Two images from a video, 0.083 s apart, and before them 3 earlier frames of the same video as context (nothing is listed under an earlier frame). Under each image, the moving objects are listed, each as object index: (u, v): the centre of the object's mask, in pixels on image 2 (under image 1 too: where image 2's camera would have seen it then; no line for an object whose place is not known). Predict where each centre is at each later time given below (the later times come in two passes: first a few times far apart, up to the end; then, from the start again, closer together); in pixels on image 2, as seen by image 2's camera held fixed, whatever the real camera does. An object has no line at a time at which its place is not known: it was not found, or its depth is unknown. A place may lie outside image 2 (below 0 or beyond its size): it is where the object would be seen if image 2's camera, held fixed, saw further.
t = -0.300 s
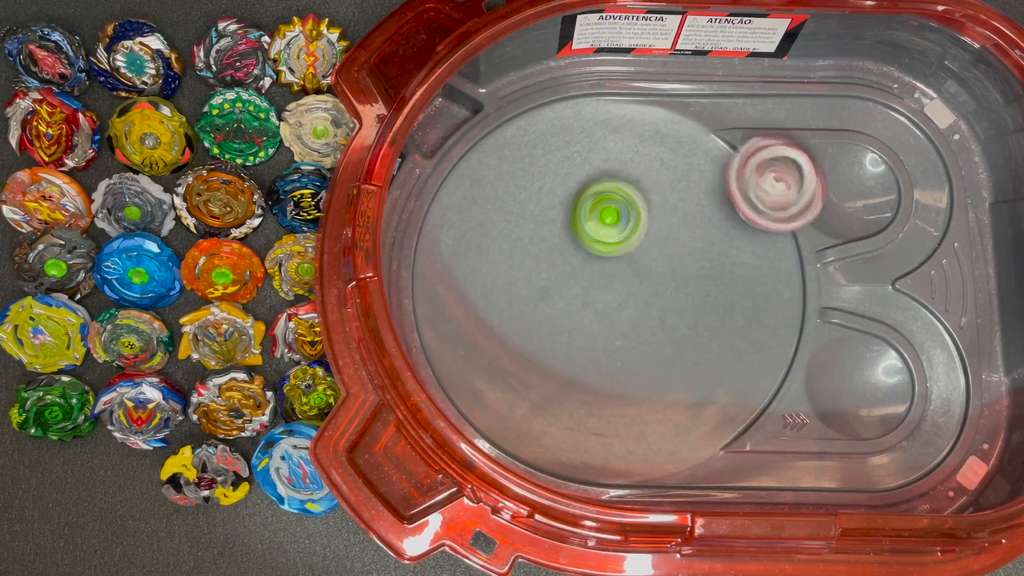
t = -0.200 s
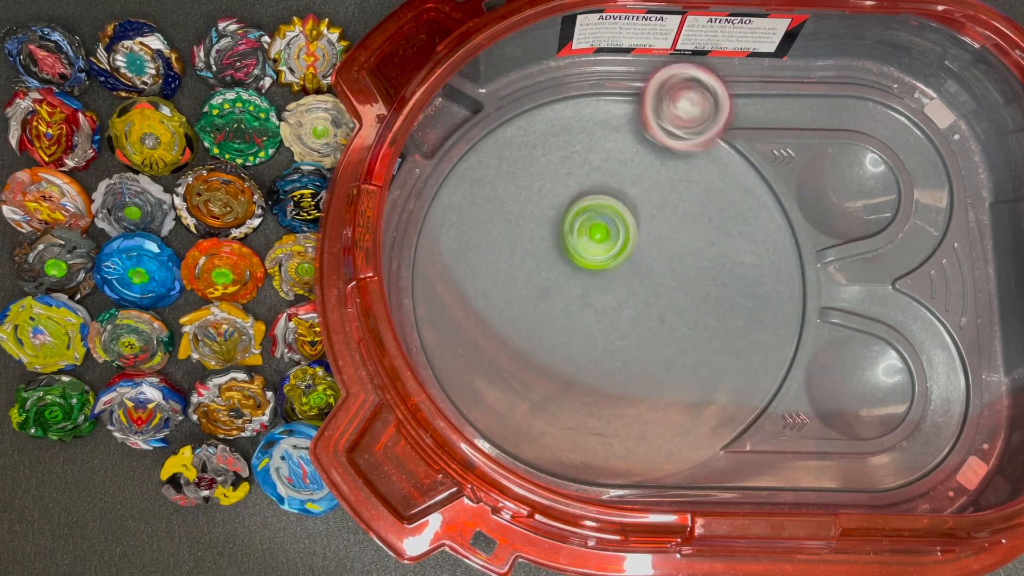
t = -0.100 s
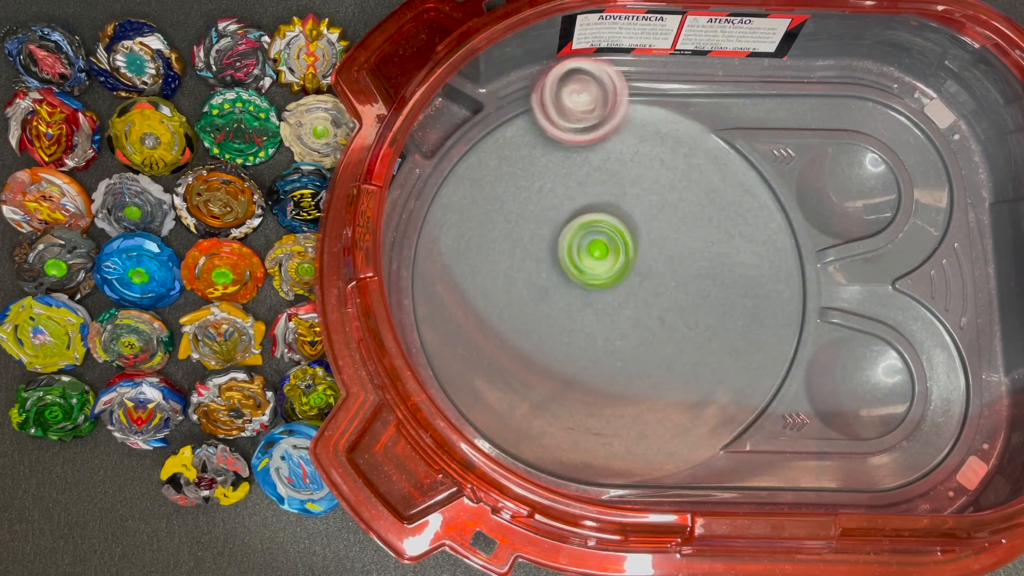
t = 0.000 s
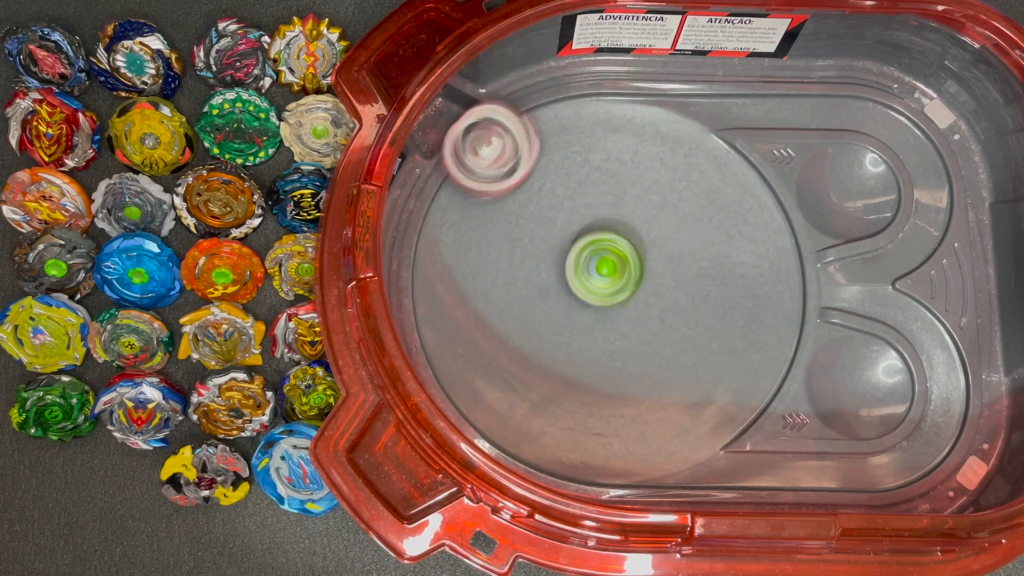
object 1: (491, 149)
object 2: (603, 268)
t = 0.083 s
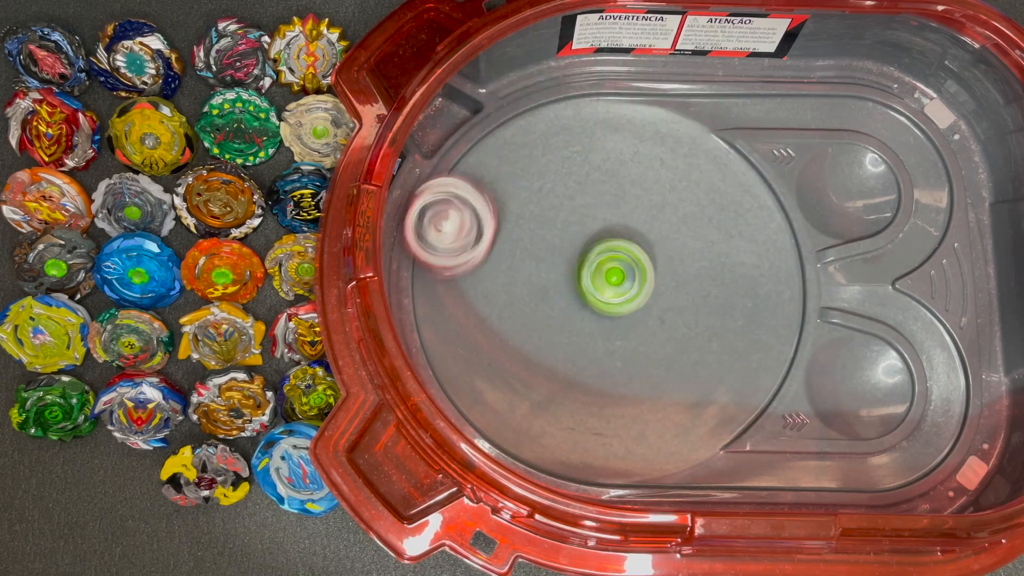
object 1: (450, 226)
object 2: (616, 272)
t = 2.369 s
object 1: (535, 398)
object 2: (633, 254)
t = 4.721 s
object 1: (670, 413)
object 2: (616, 258)
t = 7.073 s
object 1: (669, 400)
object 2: (628, 265)
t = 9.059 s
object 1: (498, 219)
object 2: (636, 276)
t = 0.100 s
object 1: (447, 243)
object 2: (616, 279)
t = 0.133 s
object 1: (448, 277)
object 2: (620, 273)
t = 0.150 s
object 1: (450, 294)
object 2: (624, 276)
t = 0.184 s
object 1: (463, 327)
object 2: (624, 280)
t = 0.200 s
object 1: (470, 343)
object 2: (627, 276)
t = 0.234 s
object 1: (493, 370)
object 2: (628, 278)
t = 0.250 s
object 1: (507, 383)
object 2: (633, 278)
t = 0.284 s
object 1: (535, 404)
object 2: (631, 278)
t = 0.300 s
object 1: (553, 412)
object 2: (635, 279)
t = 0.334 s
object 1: (586, 424)
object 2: (635, 277)
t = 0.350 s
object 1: (605, 426)
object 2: (637, 274)
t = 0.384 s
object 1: (641, 427)
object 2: (641, 279)
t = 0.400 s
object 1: (658, 426)
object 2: (638, 277)
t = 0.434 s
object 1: (692, 416)
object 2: (644, 268)
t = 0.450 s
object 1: (710, 411)
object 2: (641, 272)
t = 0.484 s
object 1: (739, 393)
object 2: (643, 263)
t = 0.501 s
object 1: (754, 382)
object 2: (642, 270)
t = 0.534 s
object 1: (779, 355)
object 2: (641, 264)
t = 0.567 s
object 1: (795, 326)
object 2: (641, 266)
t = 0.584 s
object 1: (803, 309)
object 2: (638, 263)
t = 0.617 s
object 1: (803, 275)
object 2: (641, 261)
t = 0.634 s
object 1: (799, 256)
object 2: (639, 260)
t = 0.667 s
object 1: (791, 221)
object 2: (640, 252)
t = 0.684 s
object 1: (785, 206)
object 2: (638, 260)
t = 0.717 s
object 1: (763, 176)
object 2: (638, 254)
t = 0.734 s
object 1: (753, 161)
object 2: (640, 256)
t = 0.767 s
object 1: (727, 137)
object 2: (634, 253)
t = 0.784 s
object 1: (712, 125)
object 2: (638, 247)
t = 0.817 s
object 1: (682, 109)
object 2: (635, 250)
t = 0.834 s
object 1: (665, 105)
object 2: (634, 247)
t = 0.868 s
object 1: (633, 100)
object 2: (634, 249)
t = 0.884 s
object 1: (616, 100)
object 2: (632, 247)
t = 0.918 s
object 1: (581, 105)
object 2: (634, 247)
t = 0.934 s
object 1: (566, 108)
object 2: (632, 247)
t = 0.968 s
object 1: (536, 122)
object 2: (633, 240)
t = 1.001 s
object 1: (511, 140)
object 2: (631, 245)
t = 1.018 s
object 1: (498, 150)
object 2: (630, 242)
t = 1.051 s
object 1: (478, 177)
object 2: (632, 245)
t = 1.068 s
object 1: (470, 192)
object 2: (629, 244)
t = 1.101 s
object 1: (459, 221)
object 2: (630, 242)
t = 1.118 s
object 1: (456, 237)
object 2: (628, 244)
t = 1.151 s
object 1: (455, 270)
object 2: (627, 240)
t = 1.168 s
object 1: (456, 285)
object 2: (630, 243)
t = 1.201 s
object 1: (465, 317)
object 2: (627, 243)
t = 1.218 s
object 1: (471, 332)
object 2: (629, 241)
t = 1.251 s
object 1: (488, 360)
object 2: (629, 245)
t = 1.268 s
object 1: (501, 373)
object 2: (627, 244)
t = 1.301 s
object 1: (526, 396)
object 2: (630, 243)
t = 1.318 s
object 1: (540, 405)
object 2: (628, 244)
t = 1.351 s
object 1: (572, 419)
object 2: (628, 241)
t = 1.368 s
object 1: (588, 425)
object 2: (631, 245)
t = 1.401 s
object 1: (623, 428)
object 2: (628, 244)
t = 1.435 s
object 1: (659, 427)
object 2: (632, 247)
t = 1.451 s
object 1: (676, 424)
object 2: (630, 248)
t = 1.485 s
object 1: (709, 413)
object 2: (632, 244)
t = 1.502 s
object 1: (725, 403)
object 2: (633, 248)
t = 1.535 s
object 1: (751, 383)
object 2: (632, 245)
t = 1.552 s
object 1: (763, 371)
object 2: (634, 242)
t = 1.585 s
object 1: (782, 343)
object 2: (633, 247)
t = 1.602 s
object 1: (791, 328)
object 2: (631, 245)
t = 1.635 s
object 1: (801, 296)
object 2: (635, 245)
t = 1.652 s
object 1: (803, 279)
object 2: (632, 246)
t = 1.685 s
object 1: (799, 246)
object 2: (632, 243)
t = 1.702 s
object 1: (792, 231)
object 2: (636, 246)
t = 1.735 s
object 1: (779, 198)
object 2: (633, 247)
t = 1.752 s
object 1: (772, 182)
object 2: (635, 245)
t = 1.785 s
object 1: (750, 156)
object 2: (635, 249)
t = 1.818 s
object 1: (724, 135)
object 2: (635, 245)
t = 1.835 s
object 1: (710, 126)
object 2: (637, 247)
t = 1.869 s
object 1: (680, 111)
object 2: (633, 247)
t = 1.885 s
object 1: (664, 107)
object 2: (631, 246)
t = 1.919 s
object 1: (632, 103)
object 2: (634, 249)
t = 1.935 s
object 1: (615, 101)
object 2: (633, 249)
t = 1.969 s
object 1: (583, 106)
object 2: (634, 248)
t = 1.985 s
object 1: (568, 111)
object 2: (634, 252)
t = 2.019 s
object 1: (540, 123)
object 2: (630, 254)
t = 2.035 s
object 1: (527, 130)
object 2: (633, 252)
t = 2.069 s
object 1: (503, 150)
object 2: (633, 254)
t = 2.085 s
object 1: (492, 161)
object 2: (633, 254)
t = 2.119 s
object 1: (474, 186)
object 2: (635, 250)
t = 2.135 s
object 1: (468, 201)
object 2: (635, 254)
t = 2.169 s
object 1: (459, 231)
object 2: (632, 252)
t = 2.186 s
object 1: (456, 247)
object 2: (634, 250)
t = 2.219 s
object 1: (457, 279)
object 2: (633, 253)
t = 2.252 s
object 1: (465, 310)
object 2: (632, 251)
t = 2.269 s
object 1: (470, 326)
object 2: (635, 253)
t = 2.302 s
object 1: (487, 354)
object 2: (633, 254)
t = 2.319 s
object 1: (498, 366)
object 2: (633, 252)
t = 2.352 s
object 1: (523, 389)
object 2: (636, 252)
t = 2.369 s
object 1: (535, 398)
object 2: (633, 254)
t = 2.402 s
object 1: (567, 413)
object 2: (633, 249)
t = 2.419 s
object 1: (584, 418)
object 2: (635, 249)
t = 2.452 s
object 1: (617, 423)
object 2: (631, 251)
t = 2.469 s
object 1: (633, 423)
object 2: (628, 250)
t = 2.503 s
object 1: (666, 418)
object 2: (631, 252)
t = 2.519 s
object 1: (683, 415)
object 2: (629, 254)
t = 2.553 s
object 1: (714, 402)
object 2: (629, 250)
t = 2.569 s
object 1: (727, 393)
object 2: (630, 252)
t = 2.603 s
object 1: (752, 372)
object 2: (630, 255)
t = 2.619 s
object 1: (763, 360)
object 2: (628, 253)
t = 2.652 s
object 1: (780, 334)
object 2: (633, 253)
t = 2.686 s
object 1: (791, 305)
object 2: (631, 253)
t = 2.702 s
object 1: (795, 289)
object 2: (631, 250)
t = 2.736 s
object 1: (798, 258)
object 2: (633, 250)
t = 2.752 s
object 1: (797, 243)
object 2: (631, 251)
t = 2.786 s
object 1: (789, 213)
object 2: (630, 246)
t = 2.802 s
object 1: (779, 199)
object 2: (632, 247)
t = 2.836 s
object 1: (758, 172)
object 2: (629, 248)
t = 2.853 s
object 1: (748, 161)
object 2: (626, 248)
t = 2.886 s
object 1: (726, 140)
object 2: (628, 250)
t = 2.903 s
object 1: (714, 130)
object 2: (627, 252)
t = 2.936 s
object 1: (686, 115)
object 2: (625, 249)
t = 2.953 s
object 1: (672, 112)
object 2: (626, 249)
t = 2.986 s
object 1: (642, 106)
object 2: (629, 253)
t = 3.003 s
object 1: (627, 104)
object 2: (628, 254)
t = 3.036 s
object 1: (596, 107)
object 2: (631, 247)
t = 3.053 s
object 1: (582, 111)
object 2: (632, 253)
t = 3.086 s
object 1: (555, 121)
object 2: (631, 253)
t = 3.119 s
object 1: (530, 137)
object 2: (632, 248)
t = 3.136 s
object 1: (518, 145)
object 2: (634, 249)
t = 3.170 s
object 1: (498, 167)
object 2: (633, 249)
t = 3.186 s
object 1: (490, 181)
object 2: (633, 245)
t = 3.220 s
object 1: (478, 207)
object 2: (635, 245)
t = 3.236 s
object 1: (473, 220)
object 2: (634, 244)
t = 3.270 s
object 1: (469, 250)
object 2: (632, 243)
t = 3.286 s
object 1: (469, 267)
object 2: (632, 241)
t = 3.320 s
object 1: (474, 297)
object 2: (629, 243)
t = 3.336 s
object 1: (478, 310)
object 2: (626, 242)
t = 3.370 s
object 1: (492, 337)
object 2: (627, 238)
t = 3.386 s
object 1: (501, 350)
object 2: (626, 241)
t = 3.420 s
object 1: (522, 373)
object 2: (623, 243)
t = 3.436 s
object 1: (534, 383)
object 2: (621, 242)
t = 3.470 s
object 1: (561, 399)
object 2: (624, 246)
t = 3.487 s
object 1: (576, 407)
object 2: (623, 248)
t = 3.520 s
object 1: (607, 416)
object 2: (621, 244)
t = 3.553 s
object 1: (639, 417)
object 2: (623, 246)
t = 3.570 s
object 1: (654, 415)
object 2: (623, 247)
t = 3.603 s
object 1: (685, 409)
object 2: (622, 249)
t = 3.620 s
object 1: (700, 404)
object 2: (625, 248)
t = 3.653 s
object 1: (727, 389)
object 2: (628, 253)
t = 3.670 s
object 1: (738, 380)
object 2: (628, 252)
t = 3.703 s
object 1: (759, 359)
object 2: (628, 250)
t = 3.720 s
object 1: (769, 346)
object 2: (629, 250)
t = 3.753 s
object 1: (783, 321)
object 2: (631, 251)
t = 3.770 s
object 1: (787, 307)
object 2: (630, 250)
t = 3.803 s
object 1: (793, 278)
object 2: (634, 246)
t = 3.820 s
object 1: (794, 262)
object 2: (636, 249)
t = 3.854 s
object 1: (791, 233)
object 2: (635, 248)
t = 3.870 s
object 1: (788, 219)
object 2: (635, 246)
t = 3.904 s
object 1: (777, 192)
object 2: (636, 244)
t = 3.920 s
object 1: (769, 178)
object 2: (637, 243)
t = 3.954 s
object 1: (750, 156)
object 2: (637, 244)
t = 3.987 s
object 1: (727, 138)
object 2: (639, 242)
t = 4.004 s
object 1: (717, 130)
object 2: (639, 244)
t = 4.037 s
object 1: (690, 116)
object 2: (636, 245)
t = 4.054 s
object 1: (675, 113)
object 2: (636, 242)
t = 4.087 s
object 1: (646, 108)
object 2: (638, 243)
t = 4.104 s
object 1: (633, 107)
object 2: (634, 243)
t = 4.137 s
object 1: (603, 108)
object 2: (633, 241)
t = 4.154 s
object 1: (589, 112)
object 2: (633, 239)
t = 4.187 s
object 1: (562, 122)
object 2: (634, 240)
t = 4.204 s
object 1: (550, 126)
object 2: (632, 242)
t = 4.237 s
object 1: (526, 142)
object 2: (628, 240)
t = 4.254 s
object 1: (516, 152)
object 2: (628, 239)
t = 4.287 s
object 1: (498, 173)
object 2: (628, 242)
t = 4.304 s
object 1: (489, 185)
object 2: (628, 242)
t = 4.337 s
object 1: (477, 212)
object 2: (626, 244)
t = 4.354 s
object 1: (474, 224)
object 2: (626, 243)
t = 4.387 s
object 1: (470, 253)
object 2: (625, 247)
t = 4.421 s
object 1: (471, 282)
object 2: (622, 249)
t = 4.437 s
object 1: (474, 298)
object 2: (620, 248)
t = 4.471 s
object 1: (484, 324)
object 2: (621, 248)
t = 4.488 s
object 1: (490, 336)
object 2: (621, 250)
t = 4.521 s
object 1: (507, 359)
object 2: (619, 253)
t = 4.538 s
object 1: (517, 370)
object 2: (617, 251)
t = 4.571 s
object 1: (540, 389)
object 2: (621, 248)
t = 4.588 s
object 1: (552, 397)
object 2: (620, 254)
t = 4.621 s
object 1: (580, 410)
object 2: (618, 252)
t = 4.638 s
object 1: (595, 413)
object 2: (618, 251)
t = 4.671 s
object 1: (626, 417)
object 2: (620, 251)
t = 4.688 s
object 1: (641, 418)
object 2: (619, 256)
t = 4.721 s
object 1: (670, 413)
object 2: (616, 258)
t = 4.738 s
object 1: (684, 408)
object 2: (614, 258)
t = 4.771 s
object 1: (711, 396)
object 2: (617, 256)
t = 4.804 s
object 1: (733, 379)
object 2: (619, 263)
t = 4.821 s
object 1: (744, 369)
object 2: (618, 264)
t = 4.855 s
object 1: (761, 346)
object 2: (619, 264)
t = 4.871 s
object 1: (768, 334)
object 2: (620, 264)
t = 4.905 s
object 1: (779, 308)
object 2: (622, 265)
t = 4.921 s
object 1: (782, 294)
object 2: (623, 265)
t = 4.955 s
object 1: (785, 267)
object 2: (624, 268)
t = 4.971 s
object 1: (786, 253)
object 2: (624, 268)
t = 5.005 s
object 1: (782, 225)
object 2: (624, 268)
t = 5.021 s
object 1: (777, 213)
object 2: (624, 268)
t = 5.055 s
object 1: (765, 188)
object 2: (624, 267)
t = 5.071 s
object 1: (758, 175)
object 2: (624, 268)
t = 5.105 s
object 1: (740, 154)
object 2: (624, 266)
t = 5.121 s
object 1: (732, 144)
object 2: (624, 266)
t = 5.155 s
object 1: (709, 127)
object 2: (625, 264)
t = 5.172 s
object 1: (696, 121)
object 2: (626, 264)
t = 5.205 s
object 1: (670, 112)
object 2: (628, 263)
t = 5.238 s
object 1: (643, 107)
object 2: (626, 265)
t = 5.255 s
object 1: (629, 106)
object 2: (623, 263)
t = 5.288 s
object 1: (602, 109)
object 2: (624, 257)
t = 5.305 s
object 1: (590, 110)
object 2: (627, 255)
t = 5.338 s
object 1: (564, 119)
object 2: (633, 259)
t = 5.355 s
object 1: (551, 126)
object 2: (634, 261)
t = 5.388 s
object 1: (528, 141)
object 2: (632, 262)
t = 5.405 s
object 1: (518, 148)
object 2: (631, 260)
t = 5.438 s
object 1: (501, 170)
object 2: (636, 256)
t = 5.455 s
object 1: (495, 181)
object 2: (639, 256)
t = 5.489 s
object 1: (484, 206)
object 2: (644, 256)
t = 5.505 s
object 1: (480, 221)
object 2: (645, 257)
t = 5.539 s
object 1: (476, 247)
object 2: (649, 256)
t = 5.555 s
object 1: (475, 259)
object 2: (651, 256)
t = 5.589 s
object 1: (478, 288)
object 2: (653, 258)
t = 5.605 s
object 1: (484, 301)
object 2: (655, 258)
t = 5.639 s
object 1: (495, 326)
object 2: (658, 257)
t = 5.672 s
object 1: (511, 349)
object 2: (661, 258)
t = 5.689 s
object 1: (522, 360)
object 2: (661, 260)
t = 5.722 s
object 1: (542, 377)
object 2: (661, 261)
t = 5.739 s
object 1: (553, 386)
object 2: (662, 260)
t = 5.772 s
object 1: (578, 400)
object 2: (665, 261)
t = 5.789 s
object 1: (592, 403)
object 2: (667, 263)
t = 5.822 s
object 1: (621, 408)
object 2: (665, 267)
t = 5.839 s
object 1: (635, 409)
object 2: (662, 266)
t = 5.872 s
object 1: (663, 406)
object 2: (659, 262)
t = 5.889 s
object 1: (675, 404)
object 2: (659, 259)
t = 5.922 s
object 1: (702, 396)
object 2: (662, 256)
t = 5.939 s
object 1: (714, 389)
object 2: (663, 256)
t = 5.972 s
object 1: (736, 374)
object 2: (662, 256)
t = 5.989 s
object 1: (747, 364)
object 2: (660, 256)
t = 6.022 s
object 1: (762, 342)
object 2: (657, 252)
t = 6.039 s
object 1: (768, 331)
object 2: (656, 250)
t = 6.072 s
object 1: (780, 307)
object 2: (652, 247)
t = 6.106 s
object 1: (786, 281)
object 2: (650, 240)
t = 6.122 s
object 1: (785, 269)
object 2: (650, 239)
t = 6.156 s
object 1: (783, 243)
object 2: (652, 236)
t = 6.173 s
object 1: (780, 230)
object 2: (653, 236)
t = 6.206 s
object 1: (772, 207)
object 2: (654, 239)
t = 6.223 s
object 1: (768, 194)
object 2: (653, 240)
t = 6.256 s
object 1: (752, 172)
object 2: (651, 240)
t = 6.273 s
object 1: (743, 164)
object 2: (650, 239)
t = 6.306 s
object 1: (724, 147)
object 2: (651, 239)
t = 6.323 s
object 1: (713, 140)
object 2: (651, 240)
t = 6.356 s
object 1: (690, 128)
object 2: (649, 240)
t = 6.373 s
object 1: (678, 122)
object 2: (648, 240)
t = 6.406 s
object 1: (652, 118)
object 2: (647, 239)
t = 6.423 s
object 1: (641, 118)
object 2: (648, 238)
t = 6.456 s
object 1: (616, 118)
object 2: (648, 241)
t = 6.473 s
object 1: (601, 120)
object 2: (646, 241)
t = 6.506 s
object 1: (576, 127)
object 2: (643, 242)
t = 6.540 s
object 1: (555, 137)
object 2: (637, 244)
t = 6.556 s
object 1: (543, 145)
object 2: (634, 243)
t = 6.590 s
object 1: (523, 162)
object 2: (628, 243)
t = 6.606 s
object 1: (514, 170)
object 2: (624, 244)
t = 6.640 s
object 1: (499, 190)
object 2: (619, 241)
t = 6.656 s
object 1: (494, 202)
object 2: (618, 240)
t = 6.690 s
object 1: (486, 226)
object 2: (616, 238)
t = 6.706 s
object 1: (483, 241)
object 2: (617, 237)
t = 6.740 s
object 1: (482, 265)
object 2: (618, 236)
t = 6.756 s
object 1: (481, 278)
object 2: (619, 236)
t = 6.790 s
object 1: (488, 304)
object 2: (622, 237)
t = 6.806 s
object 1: (492, 316)
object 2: (623, 238)
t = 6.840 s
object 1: (505, 338)
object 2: (625, 242)
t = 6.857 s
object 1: (513, 349)
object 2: (626, 246)
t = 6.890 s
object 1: (532, 369)
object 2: (627, 250)
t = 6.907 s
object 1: (543, 378)
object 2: (626, 251)
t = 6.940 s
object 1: (568, 391)
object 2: (624, 254)
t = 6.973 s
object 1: (591, 400)
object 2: (624, 255)
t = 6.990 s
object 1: (604, 404)
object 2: (625, 256)
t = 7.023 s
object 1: (632, 406)
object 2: (627, 260)
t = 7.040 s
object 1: (644, 404)
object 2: (627, 261)
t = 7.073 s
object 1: (669, 400)
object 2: (628, 265)
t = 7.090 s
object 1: (682, 395)
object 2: (629, 267)
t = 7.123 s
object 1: (706, 384)
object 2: (630, 272)
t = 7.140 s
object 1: (718, 377)
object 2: (631, 275)
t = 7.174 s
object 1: (736, 360)
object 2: (632, 280)
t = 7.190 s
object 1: (744, 350)
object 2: (633, 283)
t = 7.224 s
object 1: (758, 329)
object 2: (634, 290)
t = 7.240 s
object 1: (761, 316)
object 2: (636, 293)
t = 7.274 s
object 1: (768, 292)
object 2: (638, 301)
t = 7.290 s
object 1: (769, 278)
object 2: (639, 304)
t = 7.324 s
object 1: (770, 253)
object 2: (643, 310)
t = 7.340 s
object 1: (770, 239)
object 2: (645, 312)
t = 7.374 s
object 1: (762, 216)
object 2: (650, 315)
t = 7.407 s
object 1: (753, 194)
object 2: (653, 317)
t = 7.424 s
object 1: (748, 183)
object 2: (655, 318)
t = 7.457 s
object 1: (731, 163)
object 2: (657, 319)
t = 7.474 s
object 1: (723, 156)
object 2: (658, 320)
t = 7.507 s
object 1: (704, 140)
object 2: (660, 321)
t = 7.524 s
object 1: (692, 135)
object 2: (660, 321)
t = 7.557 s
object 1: (670, 127)
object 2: (658, 320)
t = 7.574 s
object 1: (658, 123)
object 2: (657, 320)
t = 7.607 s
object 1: (635, 120)
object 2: (656, 319)
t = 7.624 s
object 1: (622, 118)
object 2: (655, 318)
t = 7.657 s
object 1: (598, 122)
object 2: (653, 317)
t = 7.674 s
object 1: (588, 124)
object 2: (652, 317)
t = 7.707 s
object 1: (564, 132)
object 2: (648, 314)
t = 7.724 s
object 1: (555, 138)
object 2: (646, 313)
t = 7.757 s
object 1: (535, 152)
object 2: (642, 308)
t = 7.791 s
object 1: (518, 169)
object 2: (638, 303)
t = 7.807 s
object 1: (511, 180)
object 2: (637, 300)
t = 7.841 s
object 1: (499, 200)
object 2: (636, 294)
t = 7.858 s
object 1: (494, 214)
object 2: (635, 291)
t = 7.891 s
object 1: (489, 237)
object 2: (635, 284)
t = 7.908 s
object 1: (487, 249)
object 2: (636, 280)
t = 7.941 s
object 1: (489, 275)
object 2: (639, 275)
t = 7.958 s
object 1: (492, 286)
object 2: (640, 272)
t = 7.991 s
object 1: (499, 309)
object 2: (644, 268)
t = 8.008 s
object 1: (506, 320)
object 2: (646, 266)
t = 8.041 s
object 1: (520, 341)
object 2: (651, 263)
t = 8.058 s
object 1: (530, 351)
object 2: (653, 262)
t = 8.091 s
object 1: (547, 368)
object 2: (658, 261)
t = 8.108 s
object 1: (559, 377)
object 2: (661, 260)
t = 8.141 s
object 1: (583, 387)
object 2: (665, 260)
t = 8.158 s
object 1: (593, 392)
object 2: (667, 260)
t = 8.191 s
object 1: (619, 398)
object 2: (670, 260)
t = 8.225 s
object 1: (645, 397)
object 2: (672, 260)
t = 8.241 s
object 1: (656, 396)
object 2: (673, 260)
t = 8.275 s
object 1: (682, 392)
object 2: (673, 261)
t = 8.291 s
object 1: (693, 386)
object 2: (673, 260)
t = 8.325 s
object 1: (714, 374)
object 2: (671, 260)
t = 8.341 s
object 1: (725, 367)
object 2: (670, 259)
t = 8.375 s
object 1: (743, 350)
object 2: (668, 260)
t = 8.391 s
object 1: (750, 339)
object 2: (667, 260)
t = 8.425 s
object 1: (760, 319)
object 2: (663, 260)
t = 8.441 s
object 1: (767, 308)
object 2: (661, 260)
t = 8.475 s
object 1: (770, 282)
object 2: (657, 262)
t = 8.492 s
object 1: (771, 272)
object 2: (655, 262)
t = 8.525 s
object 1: (771, 248)
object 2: (651, 263)
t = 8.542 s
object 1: (768, 237)
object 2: (649, 264)
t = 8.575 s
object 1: (761, 216)
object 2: (645, 266)
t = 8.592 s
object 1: (756, 205)
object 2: (644, 268)
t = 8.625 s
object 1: (743, 185)
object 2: (641, 270)
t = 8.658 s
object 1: (729, 167)
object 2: (639, 272)
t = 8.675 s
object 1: (718, 159)
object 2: (638, 274)
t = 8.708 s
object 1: (699, 146)
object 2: (636, 277)
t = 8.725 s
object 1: (688, 141)
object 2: (635, 278)
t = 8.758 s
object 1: (666, 133)
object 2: (634, 283)
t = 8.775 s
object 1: (655, 130)
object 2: (633, 285)
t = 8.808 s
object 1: (631, 129)
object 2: (633, 288)
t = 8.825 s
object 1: (621, 128)
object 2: (633, 289)
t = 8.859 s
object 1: (596, 132)
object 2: (633, 290)
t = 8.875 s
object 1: (587, 135)
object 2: (633, 290)
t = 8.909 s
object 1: (564, 143)
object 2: (633, 289)
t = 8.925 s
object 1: (555, 149)
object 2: (633, 288)
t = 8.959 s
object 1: (536, 162)
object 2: (633, 284)
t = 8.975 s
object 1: (527, 172)
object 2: (634, 282)
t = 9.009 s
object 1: (514, 187)
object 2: (635, 279)
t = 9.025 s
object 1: (507, 198)
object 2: (635, 278)
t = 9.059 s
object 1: (498, 219)
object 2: (636, 276)
